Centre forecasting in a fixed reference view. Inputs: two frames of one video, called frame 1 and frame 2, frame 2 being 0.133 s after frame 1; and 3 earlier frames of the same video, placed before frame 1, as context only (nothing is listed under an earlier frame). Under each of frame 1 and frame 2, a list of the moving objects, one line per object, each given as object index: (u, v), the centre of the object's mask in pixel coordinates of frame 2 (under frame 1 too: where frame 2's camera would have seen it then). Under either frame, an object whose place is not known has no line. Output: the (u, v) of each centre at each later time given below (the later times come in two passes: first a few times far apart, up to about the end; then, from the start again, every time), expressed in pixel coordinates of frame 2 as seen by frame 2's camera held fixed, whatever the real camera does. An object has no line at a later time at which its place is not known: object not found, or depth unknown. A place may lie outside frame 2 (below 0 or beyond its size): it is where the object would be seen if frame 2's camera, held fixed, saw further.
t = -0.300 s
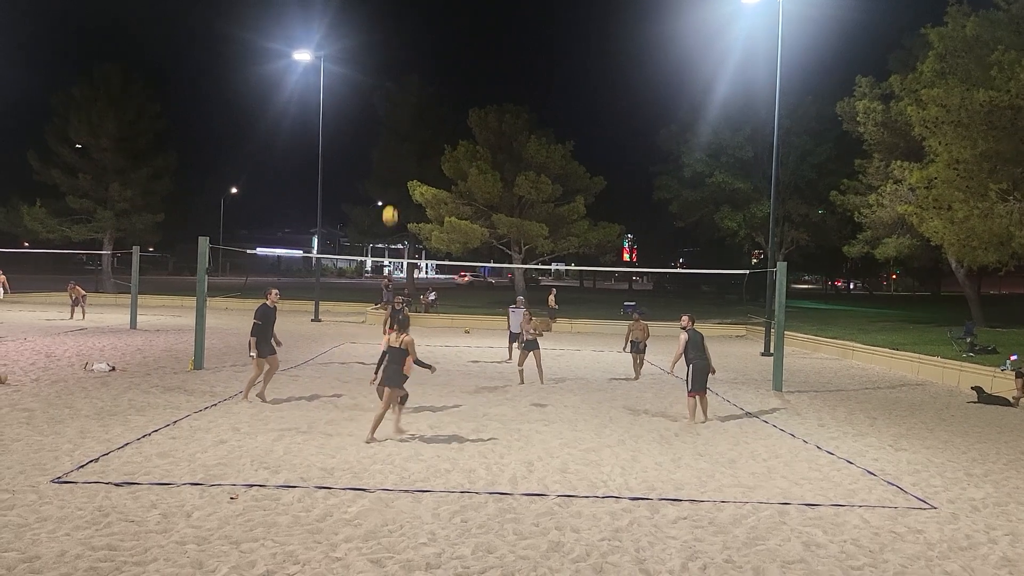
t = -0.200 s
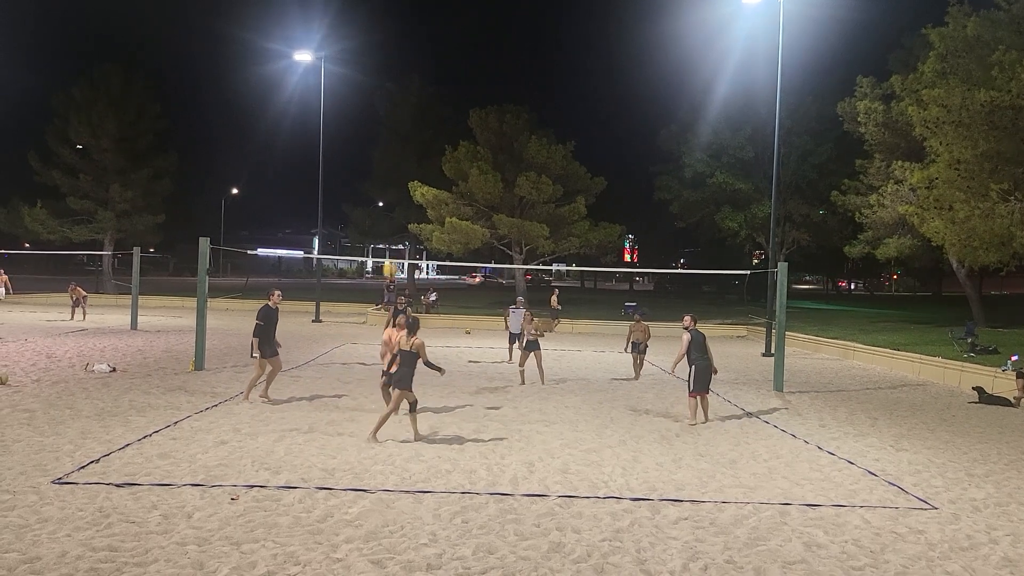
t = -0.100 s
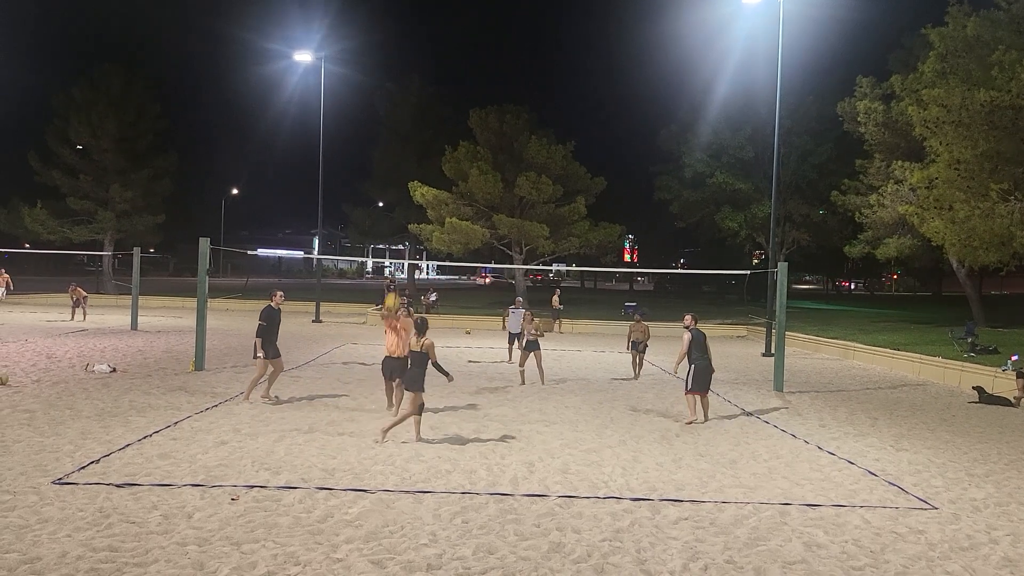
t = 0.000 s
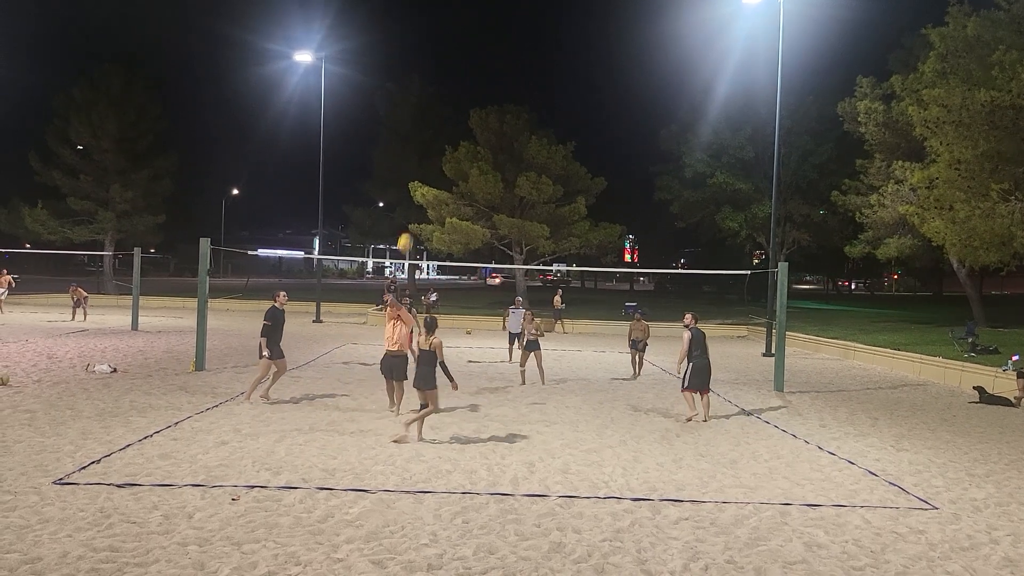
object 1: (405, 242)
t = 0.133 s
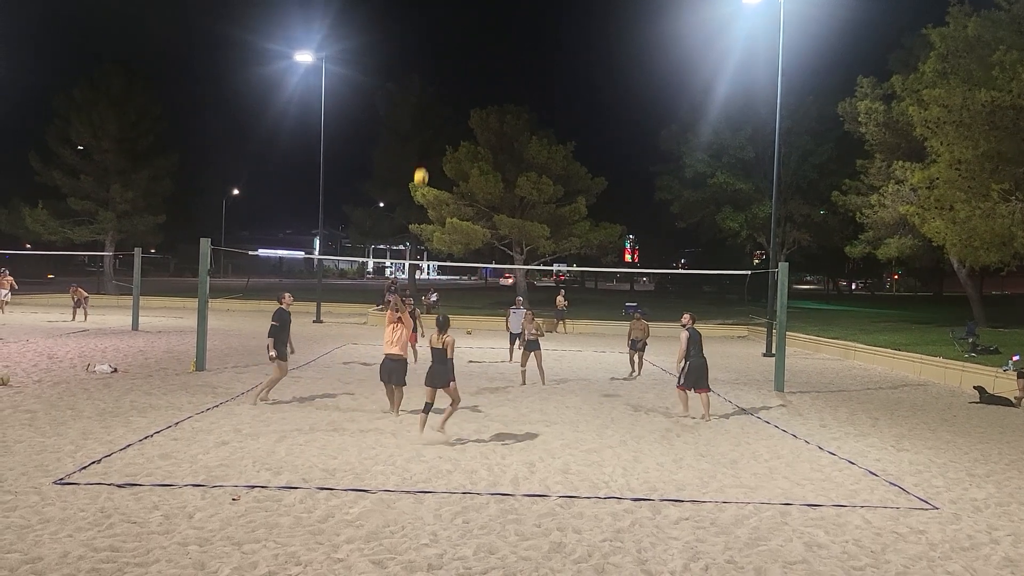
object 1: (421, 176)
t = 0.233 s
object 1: (431, 135)
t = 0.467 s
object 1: (454, 71)
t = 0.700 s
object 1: (473, 45)
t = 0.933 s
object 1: (490, 51)
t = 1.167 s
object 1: (504, 88)
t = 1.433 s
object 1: (516, 164)
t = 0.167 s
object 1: (424, 162)
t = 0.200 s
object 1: (428, 148)
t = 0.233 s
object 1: (431, 135)
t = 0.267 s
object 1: (435, 124)
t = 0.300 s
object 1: (438, 113)
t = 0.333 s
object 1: (441, 103)
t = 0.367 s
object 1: (444, 93)
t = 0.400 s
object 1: (447, 85)
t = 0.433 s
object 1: (450, 78)
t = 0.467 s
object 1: (454, 71)
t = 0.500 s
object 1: (456, 65)
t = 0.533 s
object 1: (459, 60)
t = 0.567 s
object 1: (462, 55)
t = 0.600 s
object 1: (465, 51)
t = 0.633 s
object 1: (467, 49)
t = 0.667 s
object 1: (470, 46)
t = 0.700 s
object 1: (473, 45)
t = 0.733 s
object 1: (475, 43)
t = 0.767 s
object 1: (478, 43)
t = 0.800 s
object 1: (480, 43)
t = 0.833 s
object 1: (483, 44)
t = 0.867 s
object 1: (485, 46)
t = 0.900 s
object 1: (487, 48)
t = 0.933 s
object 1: (490, 51)
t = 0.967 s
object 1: (492, 55)
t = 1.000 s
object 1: (494, 59)
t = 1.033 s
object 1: (496, 63)
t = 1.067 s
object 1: (498, 70)
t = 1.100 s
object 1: (500, 75)
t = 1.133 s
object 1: (502, 81)
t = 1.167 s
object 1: (504, 88)
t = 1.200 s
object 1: (505, 96)
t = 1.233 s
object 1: (507, 104)
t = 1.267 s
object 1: (509, 113)
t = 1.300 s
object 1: (510, 122)
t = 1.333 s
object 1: (512, 132)
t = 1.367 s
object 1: (514, 142)
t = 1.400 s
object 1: (515, 153)
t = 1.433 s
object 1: (516, 164)
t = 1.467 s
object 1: (518, 175)
